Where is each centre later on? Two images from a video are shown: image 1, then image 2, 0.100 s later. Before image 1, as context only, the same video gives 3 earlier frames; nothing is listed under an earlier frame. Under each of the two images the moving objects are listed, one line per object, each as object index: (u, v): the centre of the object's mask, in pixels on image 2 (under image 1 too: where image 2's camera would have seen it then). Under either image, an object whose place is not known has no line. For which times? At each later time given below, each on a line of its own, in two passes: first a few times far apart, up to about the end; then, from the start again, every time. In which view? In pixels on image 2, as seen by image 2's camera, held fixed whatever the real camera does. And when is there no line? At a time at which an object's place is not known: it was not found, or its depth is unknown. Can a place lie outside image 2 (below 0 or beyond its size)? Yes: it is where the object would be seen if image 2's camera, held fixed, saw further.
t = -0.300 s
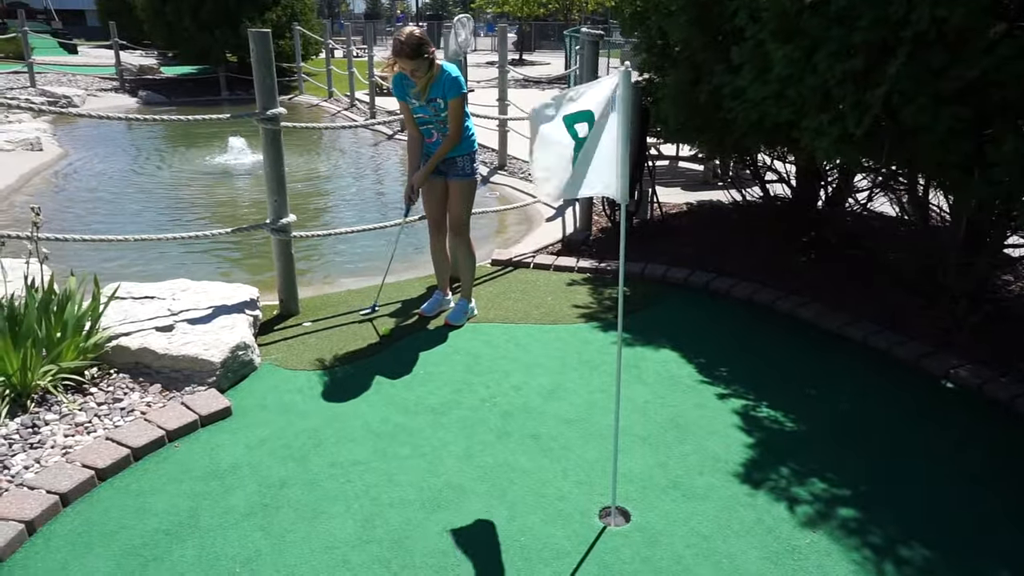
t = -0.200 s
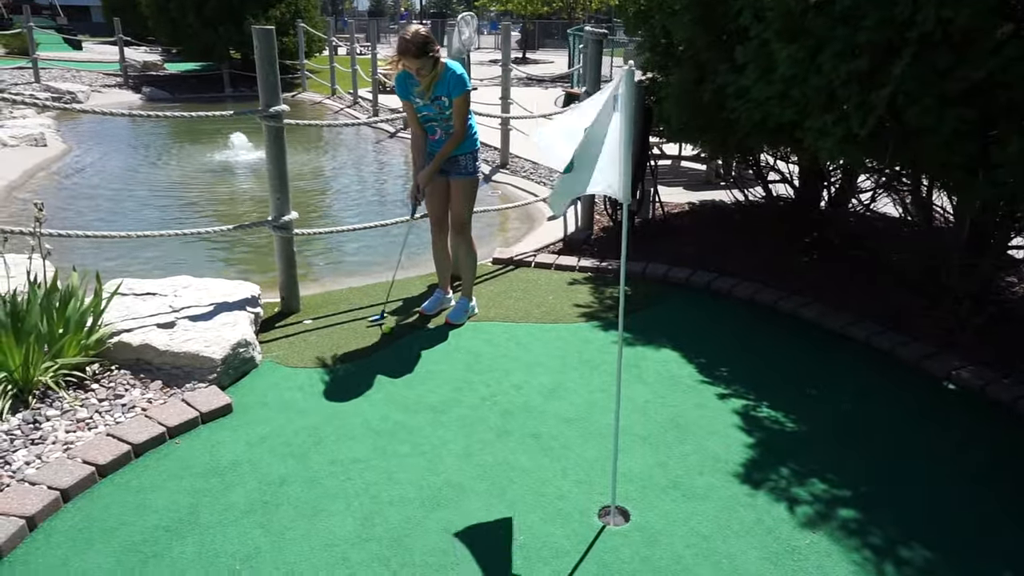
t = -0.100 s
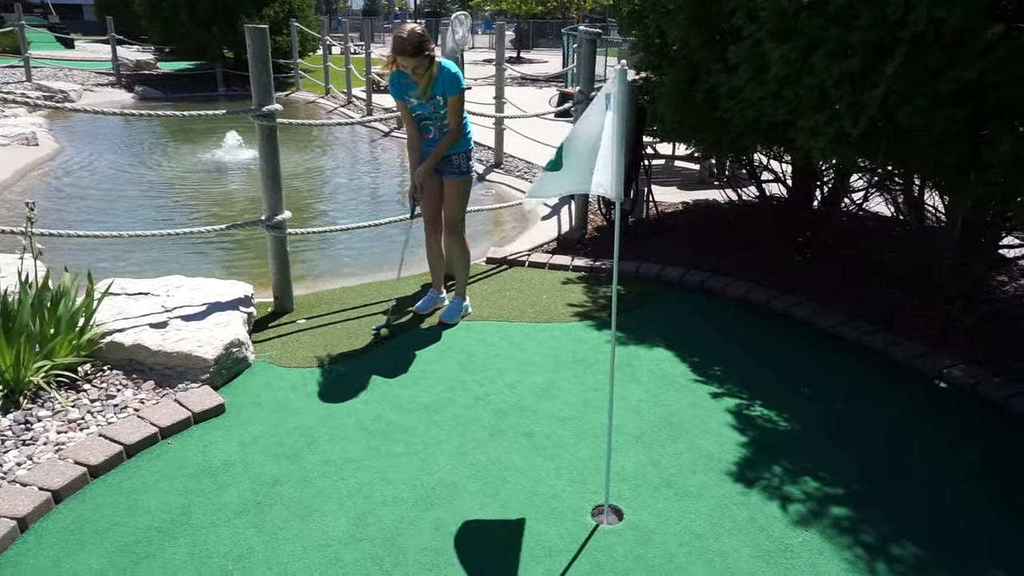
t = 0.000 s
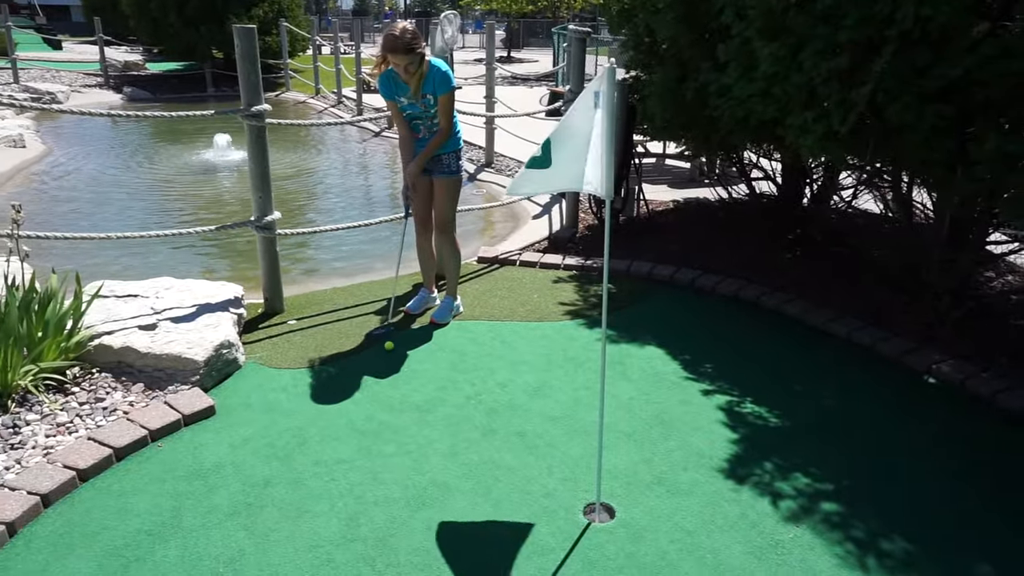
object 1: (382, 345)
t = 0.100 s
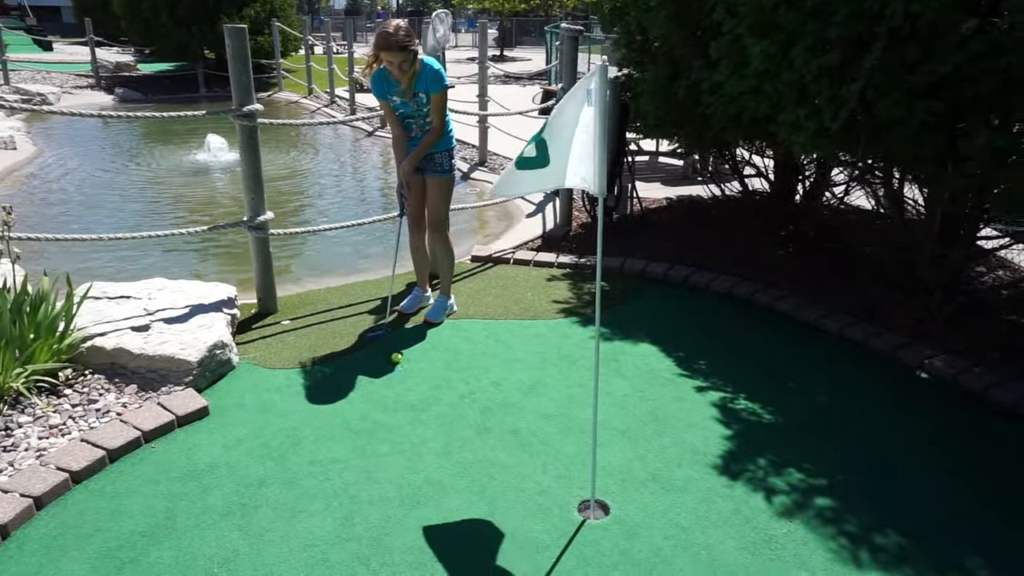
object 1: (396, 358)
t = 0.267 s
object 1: (419, 379)
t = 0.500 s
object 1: (452, 412)
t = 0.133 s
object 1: (400, 362)
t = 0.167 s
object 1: (405, 367)
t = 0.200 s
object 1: (409, 371)
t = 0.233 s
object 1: (413, 375)
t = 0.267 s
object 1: (419, 379)
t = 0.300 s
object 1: (423, 384)
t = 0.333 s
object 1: (428, 388)
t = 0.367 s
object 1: (433, 393)
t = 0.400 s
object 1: (438, 397)
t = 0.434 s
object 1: (442, 402)
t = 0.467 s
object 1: (447, 407)
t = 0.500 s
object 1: (452, 412)
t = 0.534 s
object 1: (457, 416)
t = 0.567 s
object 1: (462, 421)
